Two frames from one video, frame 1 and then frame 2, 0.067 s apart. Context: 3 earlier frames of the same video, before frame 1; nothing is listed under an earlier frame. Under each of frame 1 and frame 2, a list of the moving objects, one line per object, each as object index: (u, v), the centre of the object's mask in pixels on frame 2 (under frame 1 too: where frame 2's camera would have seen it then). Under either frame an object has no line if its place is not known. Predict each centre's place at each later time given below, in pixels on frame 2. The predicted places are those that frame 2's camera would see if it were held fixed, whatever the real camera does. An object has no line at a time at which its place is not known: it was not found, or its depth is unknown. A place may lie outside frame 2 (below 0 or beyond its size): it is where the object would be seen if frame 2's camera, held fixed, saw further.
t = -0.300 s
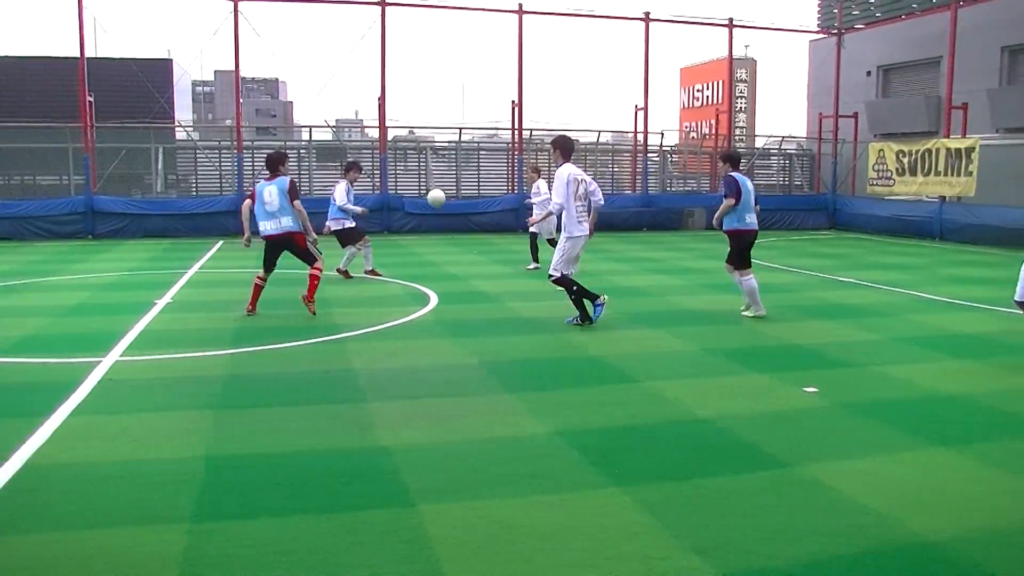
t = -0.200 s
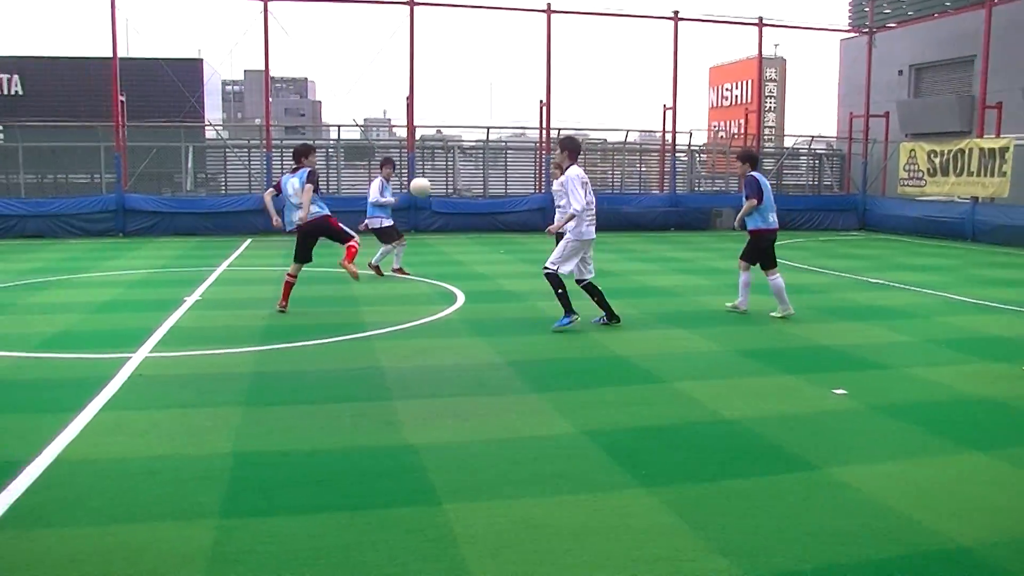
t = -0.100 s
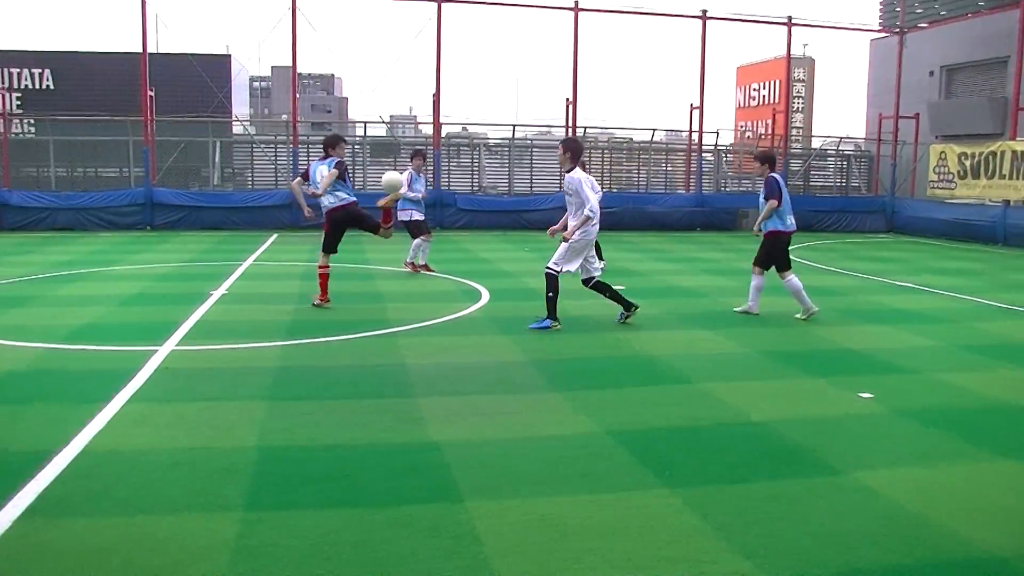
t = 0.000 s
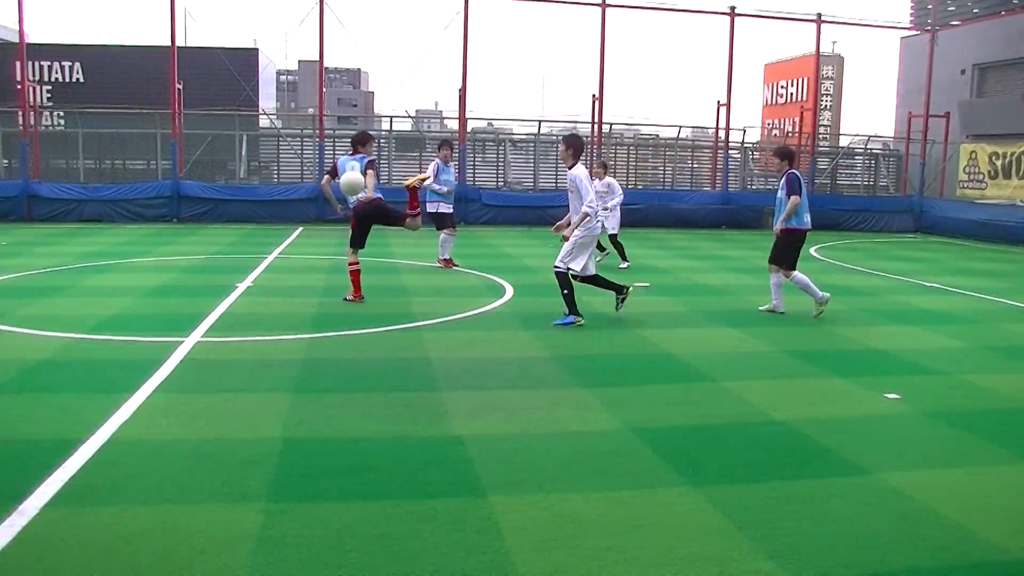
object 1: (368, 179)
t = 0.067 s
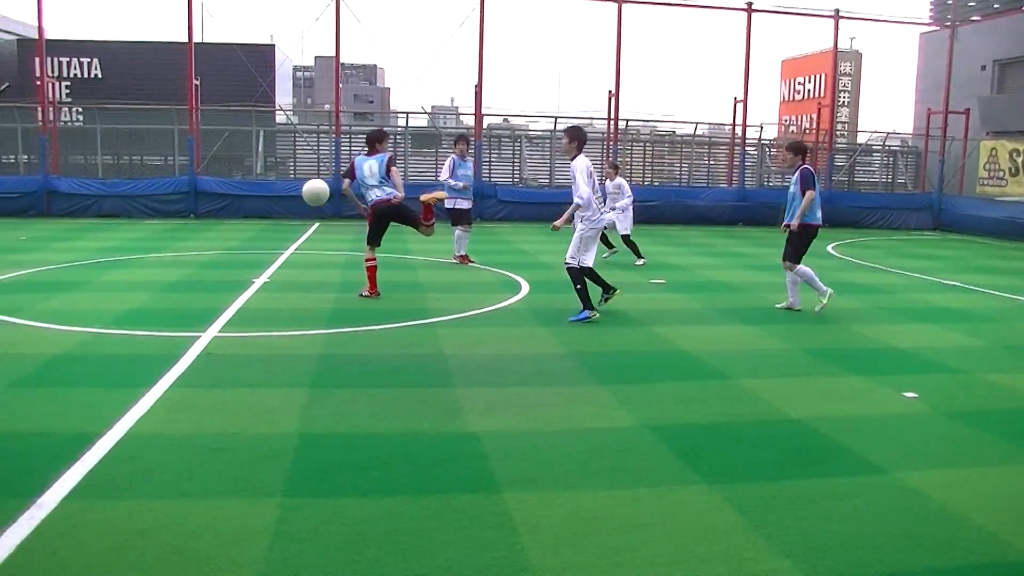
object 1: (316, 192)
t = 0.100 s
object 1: (286, 201)
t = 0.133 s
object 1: (255, 212)
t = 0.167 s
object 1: (221, 226)
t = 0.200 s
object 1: (184, 242)
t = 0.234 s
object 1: (142, 262)
